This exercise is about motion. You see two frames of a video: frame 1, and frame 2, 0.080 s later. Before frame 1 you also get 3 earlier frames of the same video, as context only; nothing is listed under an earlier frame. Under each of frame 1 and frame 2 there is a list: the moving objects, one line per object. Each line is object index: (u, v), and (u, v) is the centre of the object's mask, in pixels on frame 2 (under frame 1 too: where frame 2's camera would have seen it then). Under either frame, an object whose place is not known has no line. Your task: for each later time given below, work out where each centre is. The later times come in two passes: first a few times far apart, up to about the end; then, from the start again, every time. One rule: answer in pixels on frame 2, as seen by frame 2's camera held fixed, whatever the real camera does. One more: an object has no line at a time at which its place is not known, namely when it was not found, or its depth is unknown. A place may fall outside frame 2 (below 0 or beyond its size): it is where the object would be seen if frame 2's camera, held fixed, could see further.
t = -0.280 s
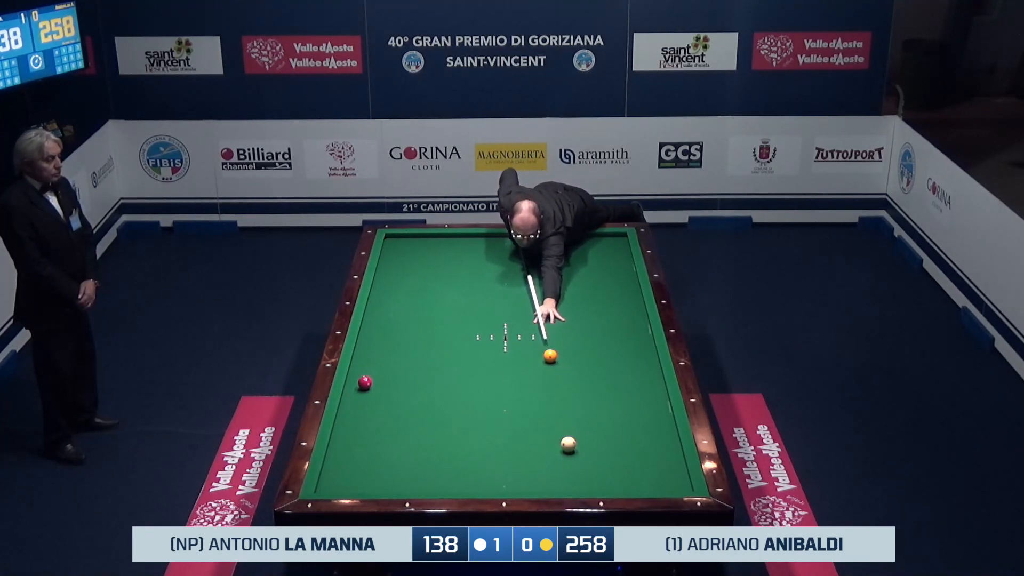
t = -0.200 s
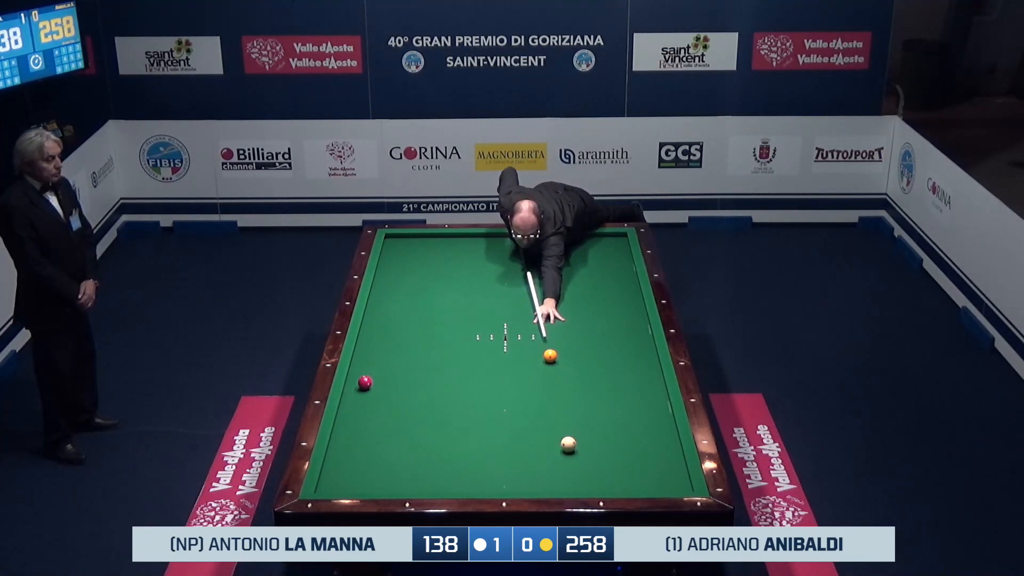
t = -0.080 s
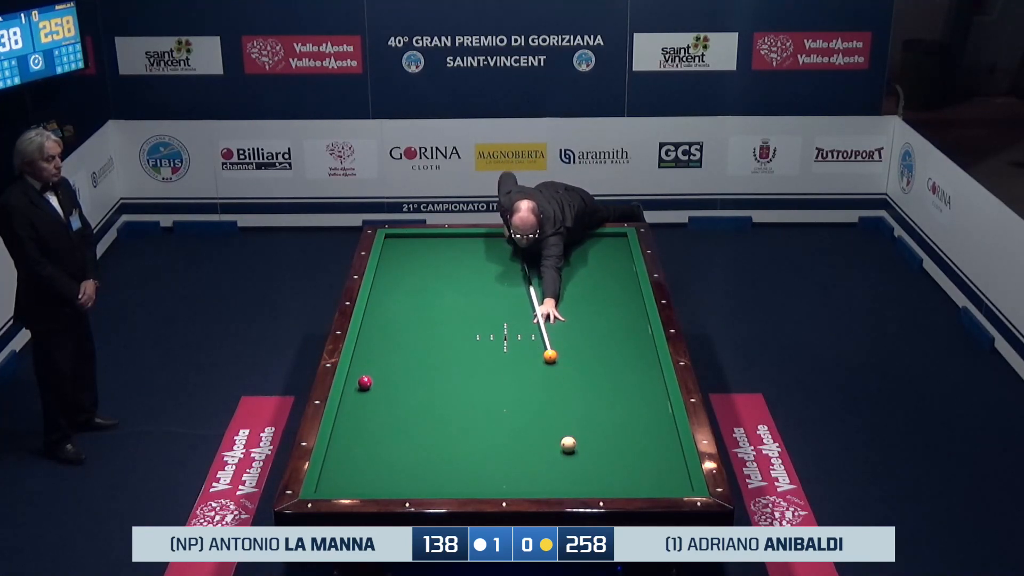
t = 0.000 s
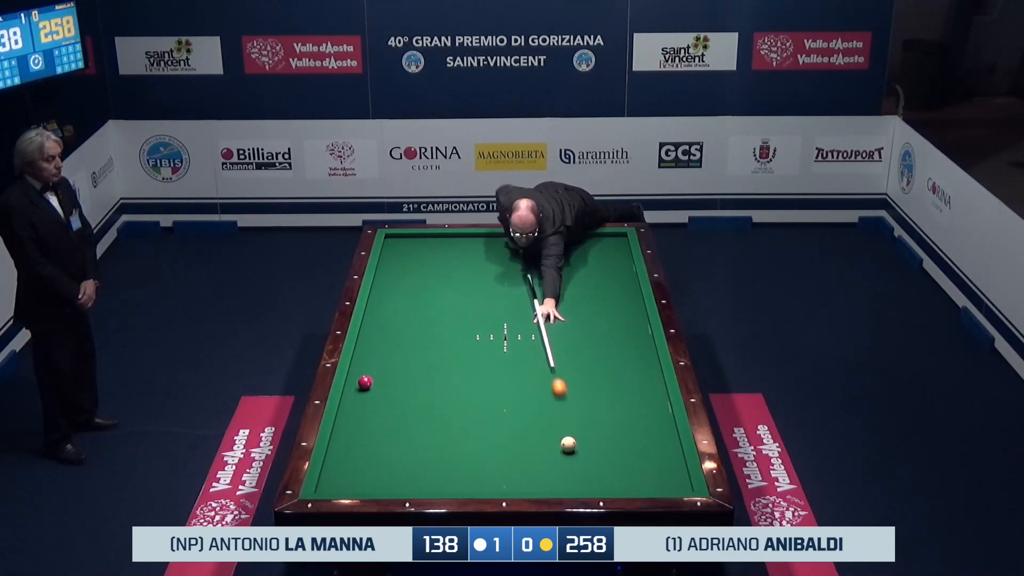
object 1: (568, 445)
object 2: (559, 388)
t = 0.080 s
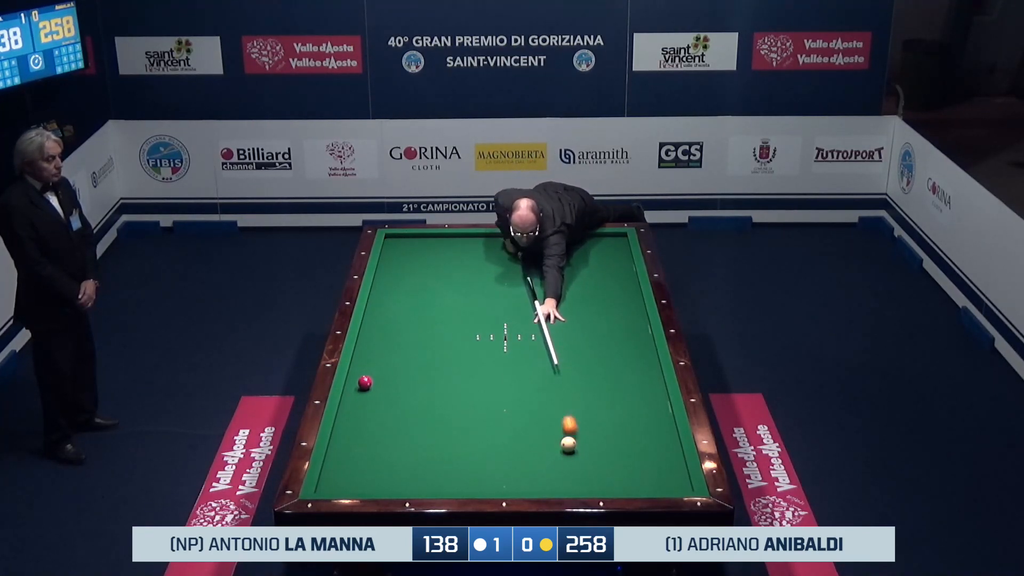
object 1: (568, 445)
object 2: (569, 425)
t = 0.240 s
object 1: (540, 476)
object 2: (619, 448)
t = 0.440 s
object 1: (520, 414)
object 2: (679, 468)
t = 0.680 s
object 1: (503, 362)
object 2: (638, 482)
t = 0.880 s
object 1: (492, 328)
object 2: (614, 484)
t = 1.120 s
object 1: (481, 292)
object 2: (588, 478)
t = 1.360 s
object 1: (471, 260)
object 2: (564, 470)
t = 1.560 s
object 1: (464, 237)
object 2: (544, 464)
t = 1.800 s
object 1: (462, 254)
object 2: (521, 457)
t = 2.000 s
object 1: (462, 269)
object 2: (503, 452)
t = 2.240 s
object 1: (460, 287)
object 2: (482, 445)
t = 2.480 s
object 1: (459, 305)
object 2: (462, 439)
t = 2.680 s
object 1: (458, 322)
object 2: (445, 434)
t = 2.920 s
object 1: (457, 343)
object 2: (427, 428)
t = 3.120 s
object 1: (456, 362)
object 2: (412, 424)
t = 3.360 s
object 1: (454, 386)
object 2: (395, 419)
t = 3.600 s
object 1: (452, 411)
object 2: (379, 414)
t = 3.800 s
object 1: (451, 434)
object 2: (366, 409)
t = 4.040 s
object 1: (448, 463)
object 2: (351, 405)
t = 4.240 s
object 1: (447, 486)
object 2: (351, 401)
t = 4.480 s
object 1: (449, 471)
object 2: (360, 398)
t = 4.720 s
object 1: (451, 453)
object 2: (369, 395)
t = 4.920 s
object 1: (452, 440)
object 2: (376, 393)
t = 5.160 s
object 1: (454, 425)
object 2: (384, 390)
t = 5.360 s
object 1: (455, 412)
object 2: (390, 388)
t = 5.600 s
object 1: (457, 399)
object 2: (397, 385)
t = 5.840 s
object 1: (458, 386)
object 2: (403, 383)
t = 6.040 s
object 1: (459, 376)
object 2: (408, 381)
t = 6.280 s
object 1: (460, 365)
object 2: (413, 380)
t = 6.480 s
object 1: (461, 356)
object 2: (418, 378)
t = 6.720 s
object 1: (462, 346)
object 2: (422, 377)
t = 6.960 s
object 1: (462, 336)
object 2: (426, 375)
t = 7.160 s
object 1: (462, 328)
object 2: (429, 375)
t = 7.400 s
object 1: (463, 320)
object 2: (432, 373)
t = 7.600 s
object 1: (464, 313)
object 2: (434, 373)
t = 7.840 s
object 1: (464, 305)
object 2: (436, 372)
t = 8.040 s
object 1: (465, 299)
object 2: (438, 372)
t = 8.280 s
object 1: (466, 292)
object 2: (439, 371)
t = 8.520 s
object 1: (466, 286)
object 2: (440, 371)
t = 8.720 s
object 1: (467, 280)
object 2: (440, 371)
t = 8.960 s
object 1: (468, 274)
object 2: (441, 371)
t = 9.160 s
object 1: (469, 270)
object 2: (441, 371)
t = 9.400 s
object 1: (470, 264)
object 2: (441, 371)
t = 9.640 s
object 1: (471, 259)
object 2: (441, 371)
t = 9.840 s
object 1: (471, 255)
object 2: (441, 371)
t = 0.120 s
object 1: (564, 451)
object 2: (579, 438)
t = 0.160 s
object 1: (555, 470)
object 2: (593, 441)
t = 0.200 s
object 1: (546, 485)
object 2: (606, 444)
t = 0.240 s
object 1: (540, 476)
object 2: (619, 448)
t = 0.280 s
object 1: (536, 462)
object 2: (632, 451)
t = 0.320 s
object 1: (531, 449)
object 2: (645, 455)
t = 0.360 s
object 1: (527, 437)
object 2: (657, 459)
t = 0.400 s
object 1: (523, 425)
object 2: (669, 463)
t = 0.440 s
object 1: (520, 414)
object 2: (679, 468)
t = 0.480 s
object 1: (516, 404)
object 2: (672, 470)
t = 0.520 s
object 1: (513, 395)
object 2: (664, 472)
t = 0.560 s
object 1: (510, 386)
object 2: (656, 475)
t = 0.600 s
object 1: (508, 377)
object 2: (650, 478)
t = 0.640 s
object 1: (505, 370)
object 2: (644, 480)
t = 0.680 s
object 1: (503, 362)
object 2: (638, 482)
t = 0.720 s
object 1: (500, 355)
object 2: (633, 484)
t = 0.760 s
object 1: (498, 348)
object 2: (628, 486)
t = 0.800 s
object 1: (496, 341)
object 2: (623, 486)
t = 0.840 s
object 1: (494, 334)
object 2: (618, 485)
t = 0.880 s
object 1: (492, 328)
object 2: (614, 484)
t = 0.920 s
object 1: (490, 321)
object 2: (610, 483)
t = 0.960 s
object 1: (488, 315)
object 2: (605, 483)
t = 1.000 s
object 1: (486, 309)
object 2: (601, 482)
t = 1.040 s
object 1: (484, 303)
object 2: (597, 481)
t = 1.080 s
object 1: (482, 297)
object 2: (593, 479)
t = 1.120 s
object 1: (481, 292)
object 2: (588, 478)
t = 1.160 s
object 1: (479, 286)
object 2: (584, 477)
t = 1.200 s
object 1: (477, 281)
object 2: (580, 475)
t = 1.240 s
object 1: (476, 276)
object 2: (576, 474)
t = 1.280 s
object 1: (474, 270)
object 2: (572, 473)
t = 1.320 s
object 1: (472, 265)
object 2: (568, 471)
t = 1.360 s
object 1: (471, 260)
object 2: (564, 470)
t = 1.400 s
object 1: (469, 256)
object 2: (560, 469)
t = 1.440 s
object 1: (468, 251)
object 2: (556, 468)
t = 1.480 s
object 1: (466, 246)
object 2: (552, 466)
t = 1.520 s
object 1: (465, 241)
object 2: (548, 465)
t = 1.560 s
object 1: (464, 237)
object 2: (544, 464)
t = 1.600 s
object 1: (463, 236)
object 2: (540, 463)
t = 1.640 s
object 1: (463, 240)
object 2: (536, 462)
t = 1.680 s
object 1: (463, 244)
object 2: (532, 461)
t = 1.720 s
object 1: (463, 247)
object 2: (529, 459)
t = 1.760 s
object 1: (462, 251)
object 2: (525, 458)
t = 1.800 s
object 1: (462, 254)
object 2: (521, 457)
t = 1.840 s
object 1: (462, 257)
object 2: (517, 456)
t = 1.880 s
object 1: (462, 260)
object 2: (514, 455)
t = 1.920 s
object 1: (462, 263)
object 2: (510, 454)
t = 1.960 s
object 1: (462, 266)
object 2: (506, 453)
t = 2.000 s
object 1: (462, 269)
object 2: (503, 452)
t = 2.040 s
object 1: (461, 272)
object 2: (499, 450)
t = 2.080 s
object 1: (461, 275)
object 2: (496, 449)
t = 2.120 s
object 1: (461, 278)
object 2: (492, 449)
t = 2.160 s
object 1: (461, 280)
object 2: (489, 447)
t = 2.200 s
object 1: (461, 283)
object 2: (485, 446)
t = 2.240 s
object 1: (460, 287)
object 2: (482, 445)
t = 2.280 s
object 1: (460, 289)
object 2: (478, 444)
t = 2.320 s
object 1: (460, 293)
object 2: (475, 443)
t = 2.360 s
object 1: (460, 296)
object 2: (471, 442)
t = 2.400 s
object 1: (459, 299)
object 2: (468, 441)
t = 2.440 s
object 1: (459, 302)
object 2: (465, 440)
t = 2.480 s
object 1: (459, 305)
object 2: (462, 439)
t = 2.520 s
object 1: (459, 309)
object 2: (458, 438)
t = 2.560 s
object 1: (459, 312)
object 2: (455, 437)
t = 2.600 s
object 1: (458, 315)
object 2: (452, 436)
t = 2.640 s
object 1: (458, 319)
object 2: (448, 435)
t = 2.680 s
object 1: (458, 322)
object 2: (445, 434)
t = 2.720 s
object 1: (458, 325)
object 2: (442, 433)
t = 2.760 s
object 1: (458, 329)
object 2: (439, 432)
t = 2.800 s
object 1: (457, 332)
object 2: (436, 431)
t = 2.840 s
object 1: (457, 336)
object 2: (433, 430)
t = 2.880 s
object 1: (457, 340)
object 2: (430, 429)
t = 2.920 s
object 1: (457, 343)
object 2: (427, 428)
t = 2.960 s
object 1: (456, 347)
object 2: (424, 427)
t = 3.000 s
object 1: (456, 351)
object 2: (421, 427)
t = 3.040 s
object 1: (456, 354)
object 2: (418, 426)
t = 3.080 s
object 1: (456, 358)
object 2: (415, 425)
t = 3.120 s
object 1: (456, 362)
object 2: (412, 424)
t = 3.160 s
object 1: (455, 366)
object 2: (409, 423)
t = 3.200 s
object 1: (455, 370)
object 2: (406, 422)
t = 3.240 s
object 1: (455, 374)
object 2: (403, 421)
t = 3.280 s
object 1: (454, 378)
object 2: (401, 420)
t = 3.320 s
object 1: (454, 382)
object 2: (398, 419)
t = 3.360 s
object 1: (454, 386)
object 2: (395, 419)
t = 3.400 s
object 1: (454, 390)
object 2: (392, 418)
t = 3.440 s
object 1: (453, 394)
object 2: (389, 417)
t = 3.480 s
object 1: (453, 398)
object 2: (387, 416)
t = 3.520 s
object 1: (453, 402)
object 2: (384, 415)
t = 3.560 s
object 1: (452, 407)
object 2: (382, 414)
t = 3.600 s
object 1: (452, 411)
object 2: (379, 414)
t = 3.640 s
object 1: (452, 416)
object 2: (376, 413)
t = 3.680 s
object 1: (452, 420)
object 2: (373, 412)
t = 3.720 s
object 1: (451, 425)
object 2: (371, 411)
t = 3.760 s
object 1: (451, 430)
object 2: (368, 410)
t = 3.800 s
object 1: (451, 434)
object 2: (366, 409)
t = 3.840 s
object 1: (450, 439)
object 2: (363, 409)
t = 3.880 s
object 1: (450, 444)
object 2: (361, 408)
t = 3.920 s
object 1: (450, 449)
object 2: (358, 407)
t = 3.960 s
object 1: (449, 453)
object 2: (356, 406)
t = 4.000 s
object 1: (449, 458)
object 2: (353, 406)
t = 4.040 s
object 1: (448, 463)
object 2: (351, 405)
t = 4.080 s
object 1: (448, 469)
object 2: (349, 404)
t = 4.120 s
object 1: (448, 473)
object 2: (346, 403)
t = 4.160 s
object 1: (447, 479)
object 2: (347, 403)
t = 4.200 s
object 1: (447, 483)
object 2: (349, 402)
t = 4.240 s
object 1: (447, 486)
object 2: (351, 401)
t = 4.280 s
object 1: (447, 486)
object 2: (352, 401)
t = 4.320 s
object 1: (447, 483)
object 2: (354, 400)
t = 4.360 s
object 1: (448, 480)
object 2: (356, 400)
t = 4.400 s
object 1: (448, 477)
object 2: (357, 399)
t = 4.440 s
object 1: (448, 474)
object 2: (359, 399)
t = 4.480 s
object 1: (449, 471)
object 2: (360, 398)
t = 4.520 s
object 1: (449, 468)
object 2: (362, 397)
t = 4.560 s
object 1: (450, 465)
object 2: (363, 397)
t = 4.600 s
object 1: (450, 462)
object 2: (365, 396)
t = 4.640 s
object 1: (450, 459)
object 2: (366, 396)
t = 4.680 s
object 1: (450, 456)
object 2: (368, 396)
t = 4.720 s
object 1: (451, 453)
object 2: (369, 395)
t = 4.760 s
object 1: (451, 450)
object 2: (370, 395)
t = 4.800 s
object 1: (451, 448)
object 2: (372, 394)
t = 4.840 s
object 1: (452, 445)
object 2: (373, 394)
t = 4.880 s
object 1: (452, 442)
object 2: (375, 393)
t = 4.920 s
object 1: (452, 440)
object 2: (376, 393)
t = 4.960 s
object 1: (452, 437)
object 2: (377, 392)
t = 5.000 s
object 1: (453, 434)
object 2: (378, 392)
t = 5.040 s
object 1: (453, 432)
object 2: (380, 391)
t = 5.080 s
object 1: (453, 429)
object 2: (381, 391)
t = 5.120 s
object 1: (454, 427)
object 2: (383, 390)
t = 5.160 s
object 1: (454, 425)
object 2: (384, 390)
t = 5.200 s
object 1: (454, 422)
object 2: (385, 390)
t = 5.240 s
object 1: (454, 420)
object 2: (386, 389)
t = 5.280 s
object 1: (455, 417)
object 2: (388, 389)
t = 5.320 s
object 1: (455, 415)
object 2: (389, 388)
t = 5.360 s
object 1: (455, 412)
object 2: (390, 388)
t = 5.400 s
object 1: (455, 410)
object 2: (391, 387)
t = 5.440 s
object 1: (456, 408)
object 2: (392, 387)
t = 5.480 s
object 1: (456, 405)
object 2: (393, 387)
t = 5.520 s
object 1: (456, 403)
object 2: (395, 386)
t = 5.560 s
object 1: (456, 401)
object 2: (396, 386)
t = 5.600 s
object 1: (457, 399)
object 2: (397, 385)
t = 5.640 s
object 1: (457, 396)
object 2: (398, 385)
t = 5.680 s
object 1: (457, 394)
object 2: (399, 385)
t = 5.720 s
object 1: (457, 392)
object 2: (400, 384)
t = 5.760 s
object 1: (458, 390)
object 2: (401, 384)
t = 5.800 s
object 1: (458, 388)
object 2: (402, 384)
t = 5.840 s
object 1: (458, 386)
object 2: (403, 383)
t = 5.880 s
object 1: (458, 384)
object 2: (404, 383)
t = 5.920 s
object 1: (458, 382)
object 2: (405, 382)
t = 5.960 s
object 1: (459, 380)
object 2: (406, 382)
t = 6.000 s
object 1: (459, 378)
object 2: (407, 382)
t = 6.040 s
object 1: (459, 376)
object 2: (408, 381)
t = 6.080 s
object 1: (459, 374)
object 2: (409, 381)
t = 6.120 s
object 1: (459, 372)
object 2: (410, 381)
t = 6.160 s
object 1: (460, 370)
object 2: (411, 380)
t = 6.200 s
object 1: (460, 368)
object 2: (412, 380)
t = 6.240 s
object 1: (460, 366)
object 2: (413, 380)
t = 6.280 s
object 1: (460, 365)
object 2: (413, 380)
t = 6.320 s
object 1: (460, 363)
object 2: (414, 379)
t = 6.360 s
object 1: (461, 361)
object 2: (415, 379)
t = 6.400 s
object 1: (461, 359)
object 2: (416, 379)
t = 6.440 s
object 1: (461, 357)
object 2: (417, 378)
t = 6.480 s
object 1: (461, 356)
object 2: (418, 378)
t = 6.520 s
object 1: (461, 354)
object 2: (418, 378)
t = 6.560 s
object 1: (461, 352)
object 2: (419, 378)
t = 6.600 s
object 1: (461, 351)
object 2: (420, 377)
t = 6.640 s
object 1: (461, 349)
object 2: (421, 377)
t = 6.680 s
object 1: (462, 347)
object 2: (421, 377)
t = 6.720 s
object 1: (462, 346)
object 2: (422, 377)
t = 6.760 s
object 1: (462, 344)
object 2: (423, 377)
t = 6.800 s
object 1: (462, 342)
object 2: (423, 376)
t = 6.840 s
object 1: (462, 341)
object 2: (424, 376)
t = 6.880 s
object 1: (462, 339)
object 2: (425, 376)
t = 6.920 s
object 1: (462, 338)
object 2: (425, 376)
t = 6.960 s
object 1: (462, 336)
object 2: (426, 375)
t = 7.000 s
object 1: (462, 334)
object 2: (427, 375)
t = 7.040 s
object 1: (462, 333)
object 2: (427, 375)
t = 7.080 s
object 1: (462, 332)
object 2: (428, 375)
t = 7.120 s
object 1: (462, 330)
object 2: (428, 375)
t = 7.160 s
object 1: (462, 328)
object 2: (429, 375)
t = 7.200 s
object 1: (463, 327)
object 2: (429, 374)
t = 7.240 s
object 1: (463, 326)
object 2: (430, 374)
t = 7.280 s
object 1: (463, 324)
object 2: (430, 374)
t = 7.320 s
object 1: (463, 323)
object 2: (431, 374)
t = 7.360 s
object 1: (463, 321)
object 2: (431, 374)
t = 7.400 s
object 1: (463, 320)
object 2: (432, 373)
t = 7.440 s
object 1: (463, 319)
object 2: (432, 373)
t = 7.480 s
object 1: (463, 317)
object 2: (433, 373)
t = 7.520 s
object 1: (463, 316)
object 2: (433, 373)
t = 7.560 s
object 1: (463, 314)
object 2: (434, 373)
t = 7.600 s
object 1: (464, 313)
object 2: (434, 373)
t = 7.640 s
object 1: (464, 312)
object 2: (434, 372)
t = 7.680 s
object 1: (464, 310)
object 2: (435, 372)
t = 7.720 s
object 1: (464, 309)
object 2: (435, 372)
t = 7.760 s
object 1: (464, 308)
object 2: (436, 372)
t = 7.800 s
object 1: (464, 306)
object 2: (436, 372)
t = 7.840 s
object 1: (464, 305)
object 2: (436, 372)
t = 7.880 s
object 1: (464, 304)
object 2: (436, 372)
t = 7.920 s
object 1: (465, 303)
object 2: (437, 372)
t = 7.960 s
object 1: (465, 302)
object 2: (437, 372)
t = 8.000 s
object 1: (465, 300)
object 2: (437, 372)
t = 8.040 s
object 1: (465, 299)
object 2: (438, 372)
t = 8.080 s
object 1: (465, 298)
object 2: (438, 371)
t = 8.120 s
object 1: (465, 297)
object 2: (438, 371)
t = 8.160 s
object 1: (465, 296)
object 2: (438, 371)
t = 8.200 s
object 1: (465, 294)
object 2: (438, 371)
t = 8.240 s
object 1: (466, 294)
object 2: (439, 371)
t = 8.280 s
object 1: (466, 292)
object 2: (439, 371)
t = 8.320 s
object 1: (466, 291)
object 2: (439, 371)
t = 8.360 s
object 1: (466, 290)
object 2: (439, 371)
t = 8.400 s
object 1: (466, 289)
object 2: (439, 371)
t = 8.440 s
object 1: (466, 288)
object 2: (440, 371)
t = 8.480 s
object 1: (466, 287)
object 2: (440, 371)
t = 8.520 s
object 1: (466, 286)
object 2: (440, 371)
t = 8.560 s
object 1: (467, 285)
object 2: (440, 371)
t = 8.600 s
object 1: (467, 284)
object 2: (440, 371)
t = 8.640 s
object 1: (467, 282)
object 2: (440, 371)
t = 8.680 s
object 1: (467, 281)
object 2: (440, 371)
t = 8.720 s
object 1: (467, 280)
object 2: (440, 371)
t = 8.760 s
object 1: (467, 279)
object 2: (441, 371)
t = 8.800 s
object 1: (467, 278)
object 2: (441, 371)
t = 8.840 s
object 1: (468, 277)
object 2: (441, 371)
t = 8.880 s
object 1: (468, 276)
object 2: (441, 371)
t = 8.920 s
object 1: (468, 275)
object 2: (441, 371)
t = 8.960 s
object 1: (468, 274)
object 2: (441, 371)
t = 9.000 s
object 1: (468, 273)
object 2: (441, 371)
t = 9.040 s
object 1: (468, 272)
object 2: (441, 371)
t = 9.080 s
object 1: (469, 271)
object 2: (441, 371)
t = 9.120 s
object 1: (469, 271)
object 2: (441, 371)
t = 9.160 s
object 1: (469, 270)
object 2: (441, 371)
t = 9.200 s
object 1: (469, 269)
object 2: (441, 371)
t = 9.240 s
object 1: (469, 268)
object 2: (441, 371)
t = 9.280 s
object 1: (469, 267)
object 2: (441, 371)
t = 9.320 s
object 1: (470, 266)
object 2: (441, 371)
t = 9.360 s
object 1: (470, 265)
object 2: (441, 371)
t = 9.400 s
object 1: (470, 264)
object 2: (441, 371)
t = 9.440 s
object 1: (470, 263)
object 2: (441, 371)
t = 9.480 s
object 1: (470, 262)
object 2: (441, 371)
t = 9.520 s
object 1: (470, 262)
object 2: (441, 371)
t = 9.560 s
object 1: (470, 261)
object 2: (441, 371)
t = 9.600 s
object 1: (470, 260)
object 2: (441, 371)
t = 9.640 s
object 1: (471, 259)
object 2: (441, 371)
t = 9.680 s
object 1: (471, 258)
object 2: (441, 371)
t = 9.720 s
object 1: (471, 257)
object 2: (441, 371)
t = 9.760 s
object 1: (471, 257)
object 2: (441, 371)
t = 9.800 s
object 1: (471, 256)
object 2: (441, 371)
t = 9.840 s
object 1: (471, 255)
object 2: (441, 371)
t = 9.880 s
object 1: (472, 254)
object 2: (441, 371)
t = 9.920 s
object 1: (472, 253)
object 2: (441, 371)
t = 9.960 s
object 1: (472, 253)
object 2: (441, 371)
